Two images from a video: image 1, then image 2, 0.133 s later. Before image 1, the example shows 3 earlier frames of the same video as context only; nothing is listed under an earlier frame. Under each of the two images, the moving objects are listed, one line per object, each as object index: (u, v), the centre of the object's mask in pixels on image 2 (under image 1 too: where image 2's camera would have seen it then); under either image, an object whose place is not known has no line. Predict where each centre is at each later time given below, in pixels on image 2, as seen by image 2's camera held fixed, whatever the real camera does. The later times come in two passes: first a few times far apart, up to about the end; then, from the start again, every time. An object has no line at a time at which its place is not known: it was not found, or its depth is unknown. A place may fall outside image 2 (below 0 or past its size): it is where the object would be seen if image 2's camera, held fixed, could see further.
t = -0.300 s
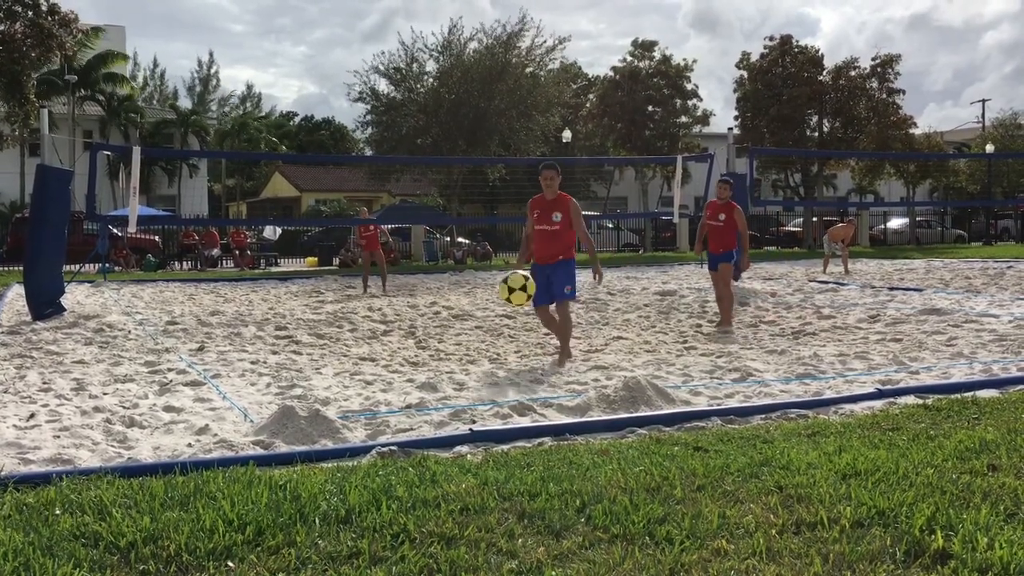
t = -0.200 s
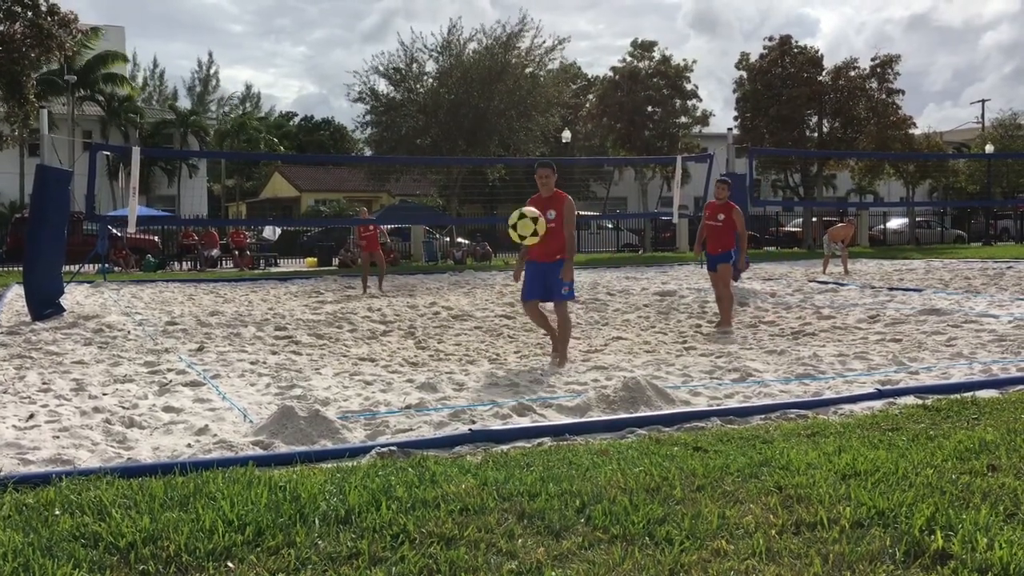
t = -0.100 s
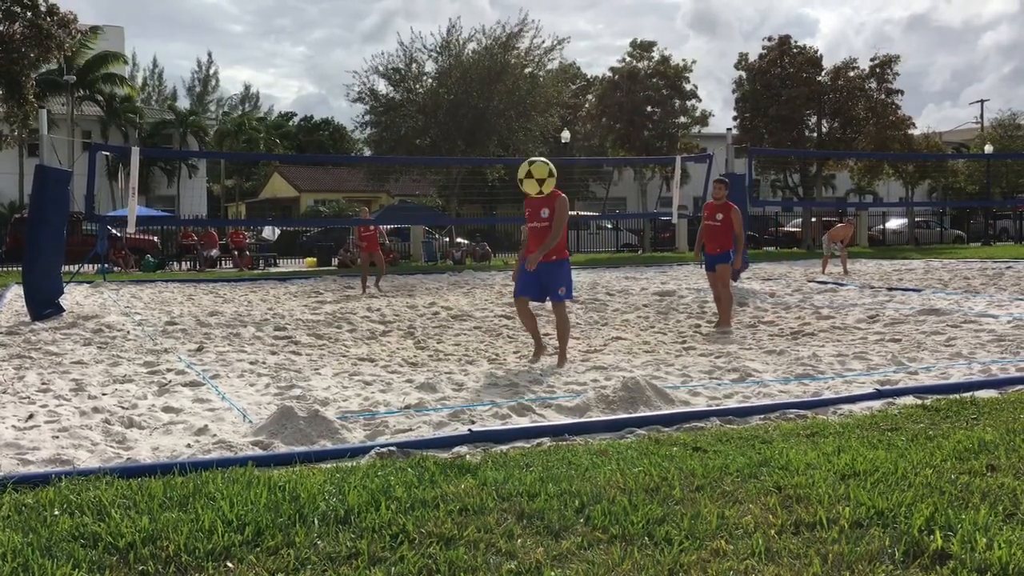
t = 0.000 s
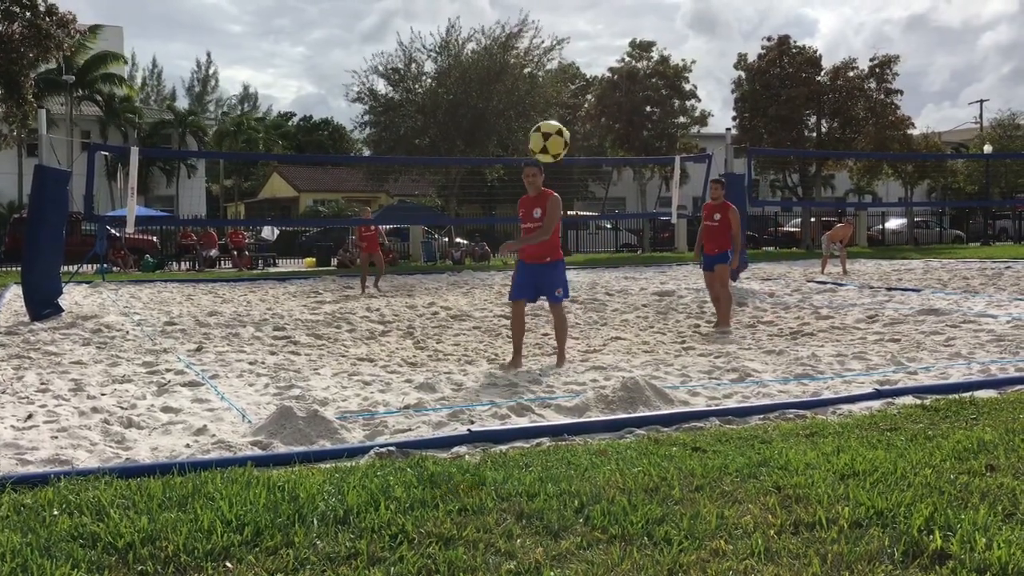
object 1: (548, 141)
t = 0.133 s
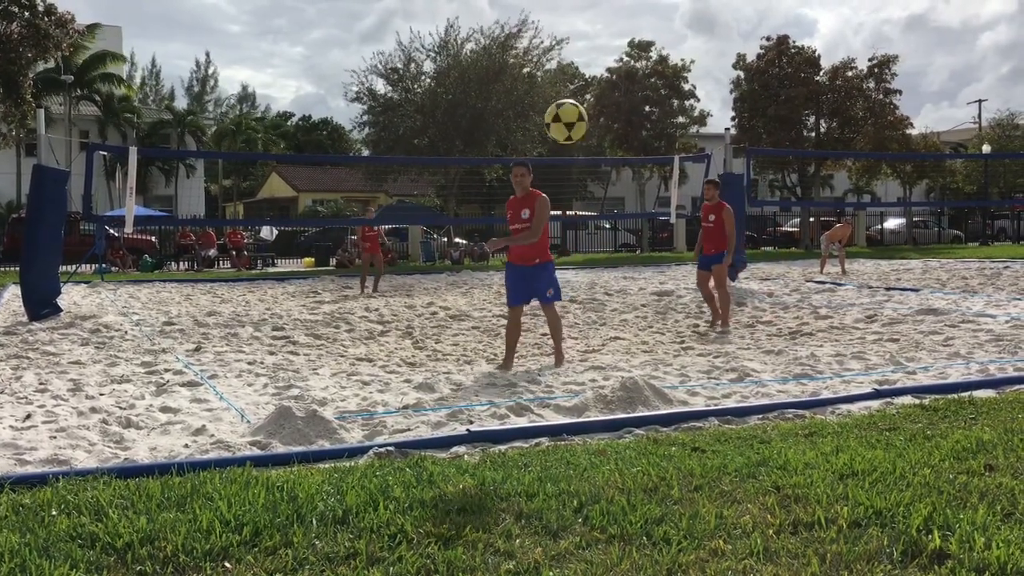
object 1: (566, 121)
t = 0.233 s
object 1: (581, 128)
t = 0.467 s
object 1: (626, 235)
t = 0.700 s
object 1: (680, 415)
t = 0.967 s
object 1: (762, 370)
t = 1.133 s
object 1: (834, 451)
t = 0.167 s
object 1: (571, 121)
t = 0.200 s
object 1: (576, 124)
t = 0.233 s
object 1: (581, 128)
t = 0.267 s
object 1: (587, 135)
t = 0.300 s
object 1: (593, 146)
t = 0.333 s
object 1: (599, 158)
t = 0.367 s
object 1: (605, 174)
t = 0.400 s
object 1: (612, 191)
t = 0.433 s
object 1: (618, 212)
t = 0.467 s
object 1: (626, 235)
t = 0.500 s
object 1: (632, 263)
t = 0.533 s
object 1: (639, 294)
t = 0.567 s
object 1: (647, 329)
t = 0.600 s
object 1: (655, 366)
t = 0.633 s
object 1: (662, 408)
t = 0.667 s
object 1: (670, 430)
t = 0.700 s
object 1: (680, 415)
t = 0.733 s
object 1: (688, 400)
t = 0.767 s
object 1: (697, 388)
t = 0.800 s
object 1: (707, 379)
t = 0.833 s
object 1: (717, 372)
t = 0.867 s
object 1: (727, 367)
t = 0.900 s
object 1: (738, 365)
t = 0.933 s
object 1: (750, 366)
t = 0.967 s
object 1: (762, 370)
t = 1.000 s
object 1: (775, 378)
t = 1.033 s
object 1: (789, 390)
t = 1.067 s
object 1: (803, 406)
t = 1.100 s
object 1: (819, 426)
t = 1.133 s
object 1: (834, 451)
